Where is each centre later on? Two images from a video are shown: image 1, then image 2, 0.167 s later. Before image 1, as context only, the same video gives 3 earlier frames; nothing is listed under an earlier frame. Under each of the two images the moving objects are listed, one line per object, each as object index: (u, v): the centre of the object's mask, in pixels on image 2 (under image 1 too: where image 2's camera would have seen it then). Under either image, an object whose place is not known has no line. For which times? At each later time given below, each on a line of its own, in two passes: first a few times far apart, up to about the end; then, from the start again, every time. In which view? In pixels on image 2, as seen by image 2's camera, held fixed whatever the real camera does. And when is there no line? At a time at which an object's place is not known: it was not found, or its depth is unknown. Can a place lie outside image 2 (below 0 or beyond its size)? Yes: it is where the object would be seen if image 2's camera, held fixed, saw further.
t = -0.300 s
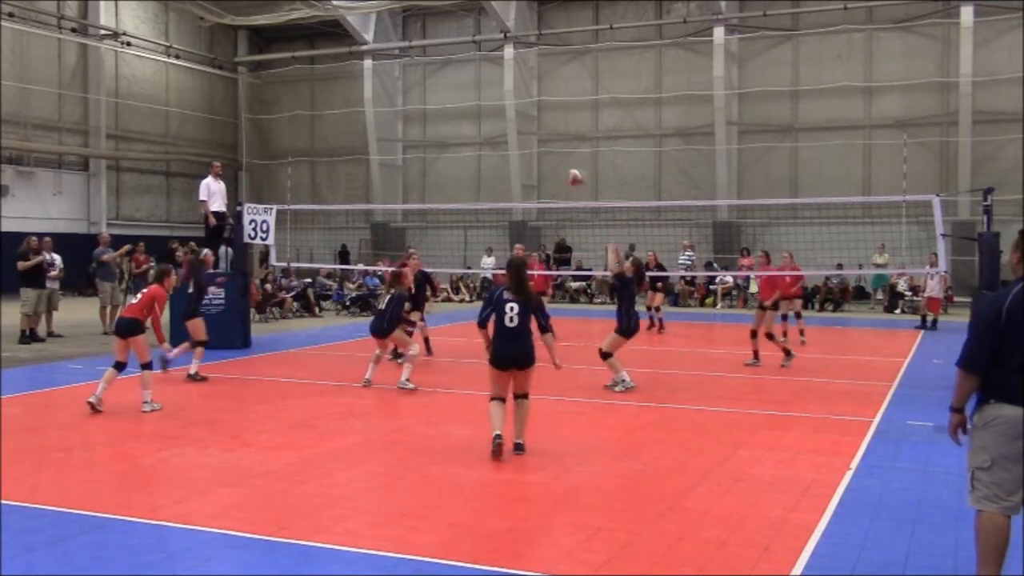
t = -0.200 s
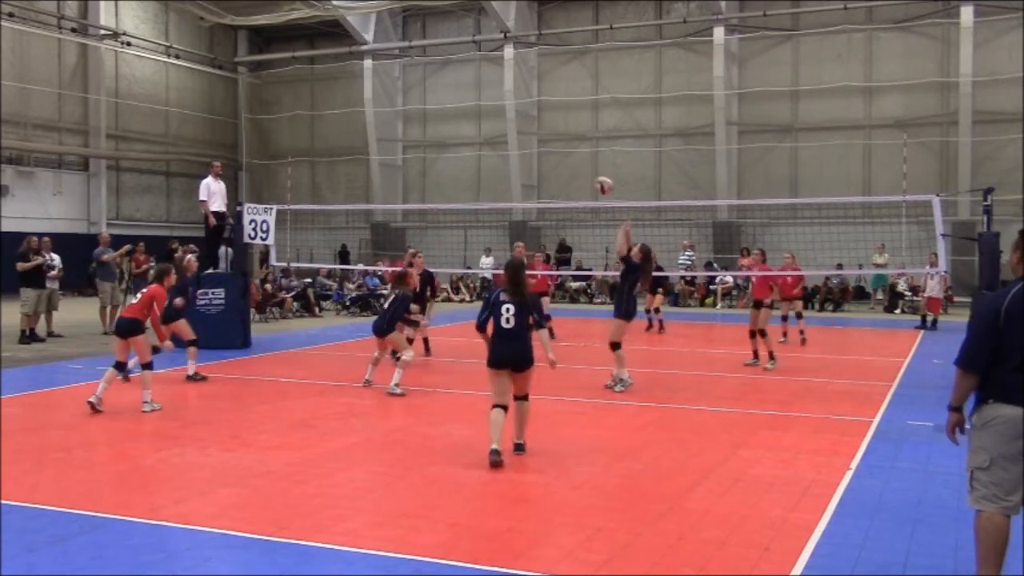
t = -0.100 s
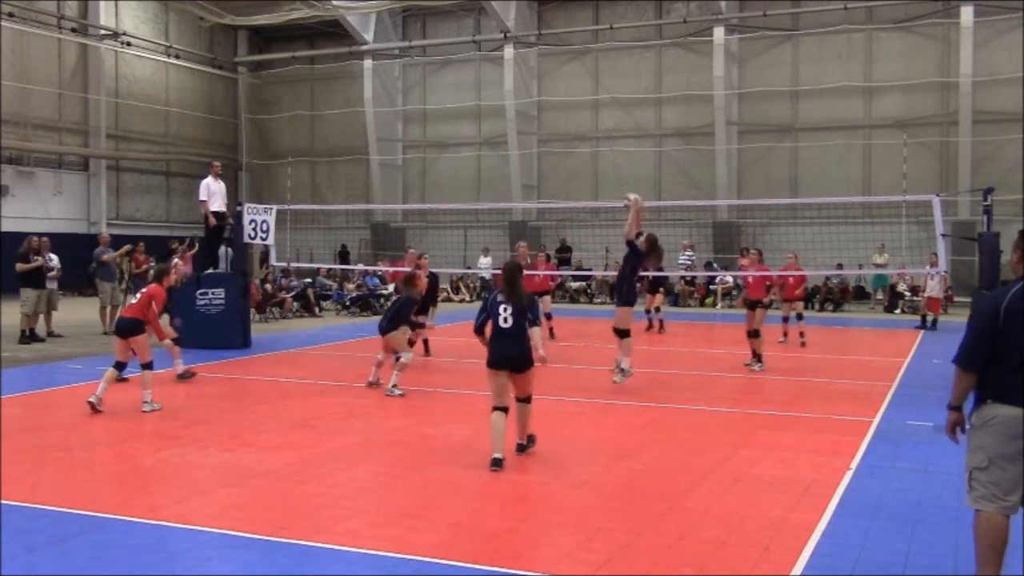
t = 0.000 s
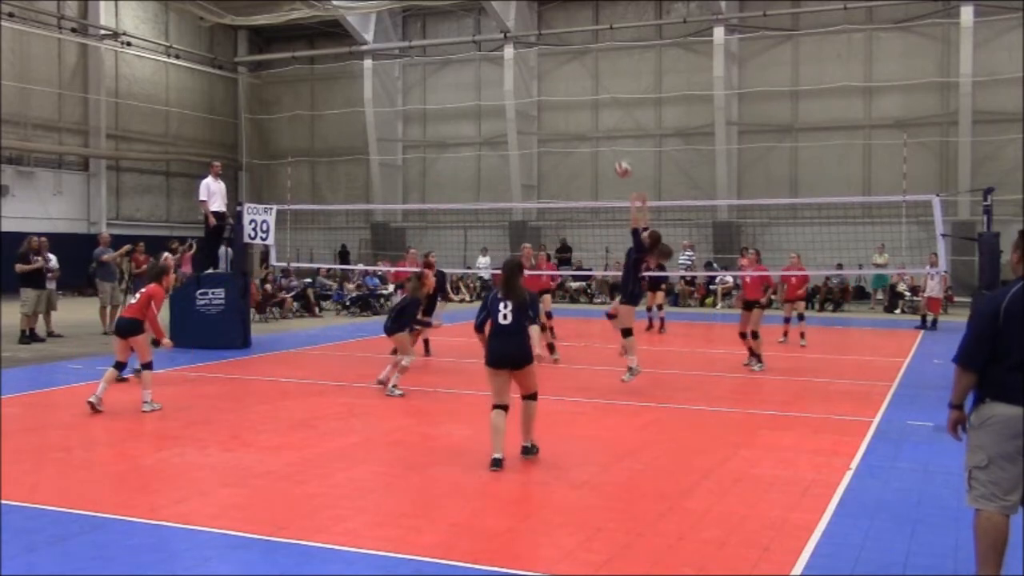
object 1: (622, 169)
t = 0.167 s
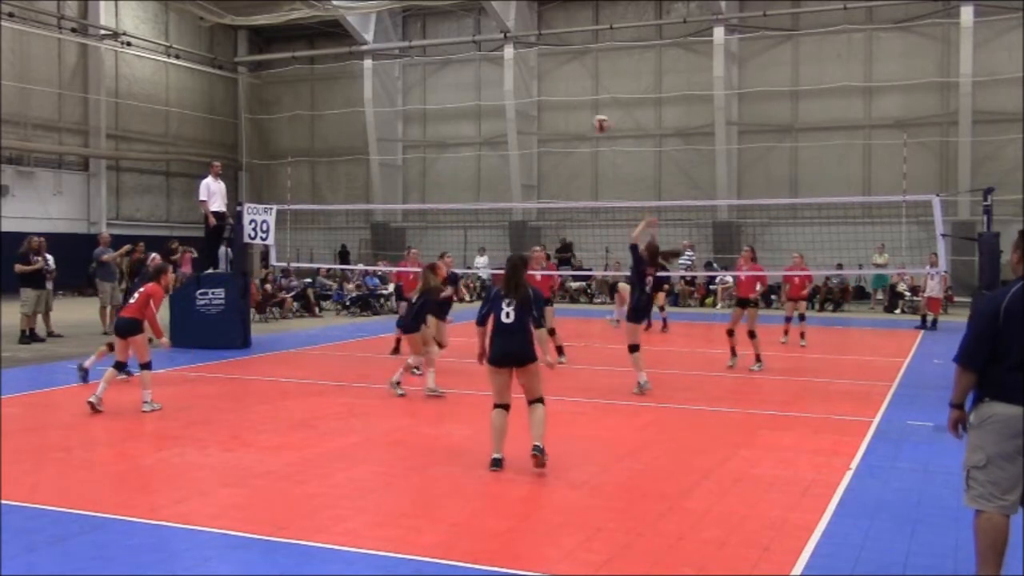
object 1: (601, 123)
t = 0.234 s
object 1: (592, 113)
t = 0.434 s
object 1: (566, 102)
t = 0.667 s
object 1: (538, 129)
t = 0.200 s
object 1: (597, 118)
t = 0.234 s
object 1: (592, 113)
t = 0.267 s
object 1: (587, 109)
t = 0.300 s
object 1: (584, 105)
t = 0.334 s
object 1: (580, 103)
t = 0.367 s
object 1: (575, 101)
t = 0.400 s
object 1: (570, 101)
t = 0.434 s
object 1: (566, 102)
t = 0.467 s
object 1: (561, 104)
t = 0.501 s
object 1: (558, 105)
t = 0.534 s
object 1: (554, 109)
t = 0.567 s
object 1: (549, 112)
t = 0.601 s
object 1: (545, 118)
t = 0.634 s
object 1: (542, 123)
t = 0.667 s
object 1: (538, 129)
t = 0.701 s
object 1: (533, 136)
